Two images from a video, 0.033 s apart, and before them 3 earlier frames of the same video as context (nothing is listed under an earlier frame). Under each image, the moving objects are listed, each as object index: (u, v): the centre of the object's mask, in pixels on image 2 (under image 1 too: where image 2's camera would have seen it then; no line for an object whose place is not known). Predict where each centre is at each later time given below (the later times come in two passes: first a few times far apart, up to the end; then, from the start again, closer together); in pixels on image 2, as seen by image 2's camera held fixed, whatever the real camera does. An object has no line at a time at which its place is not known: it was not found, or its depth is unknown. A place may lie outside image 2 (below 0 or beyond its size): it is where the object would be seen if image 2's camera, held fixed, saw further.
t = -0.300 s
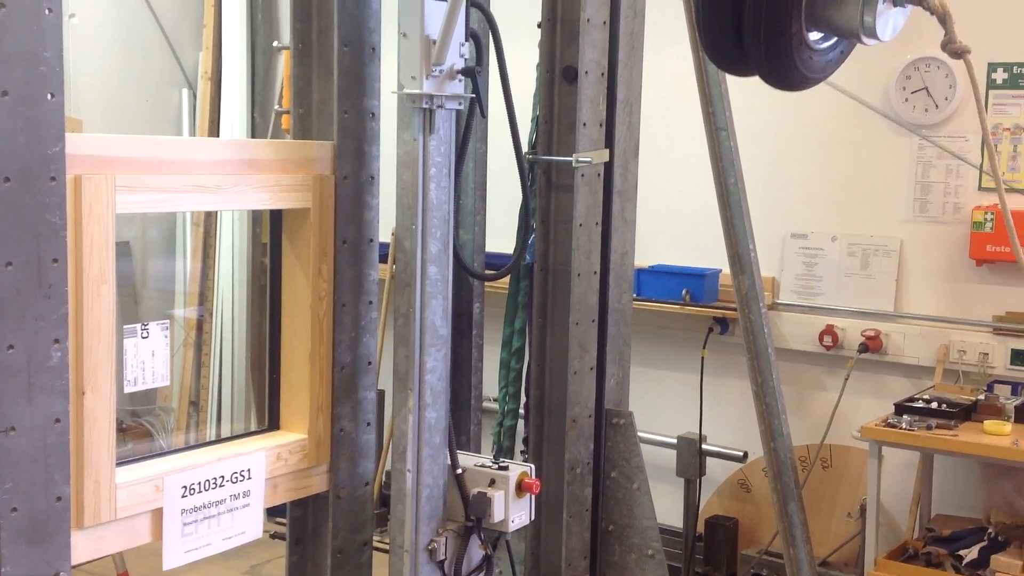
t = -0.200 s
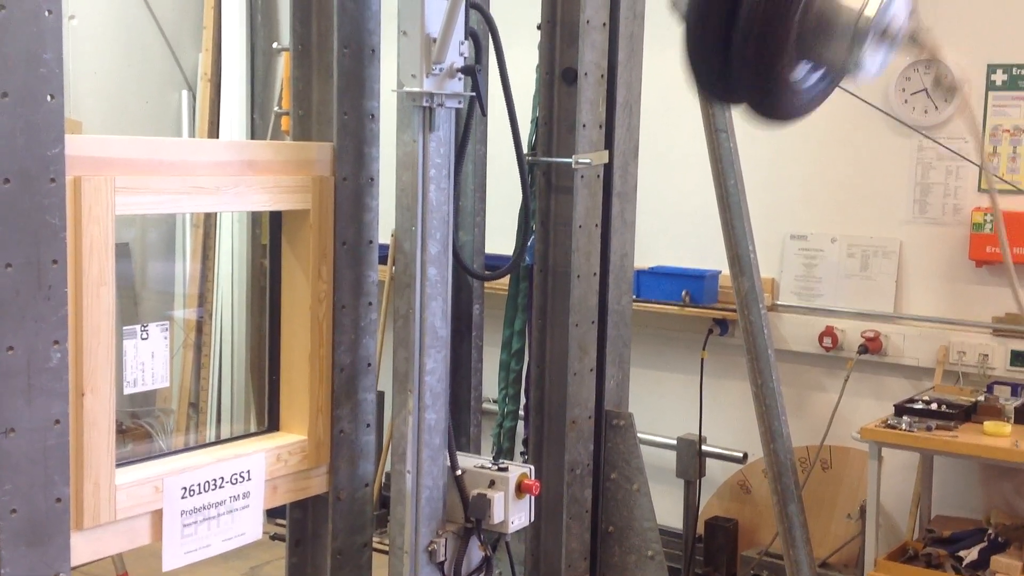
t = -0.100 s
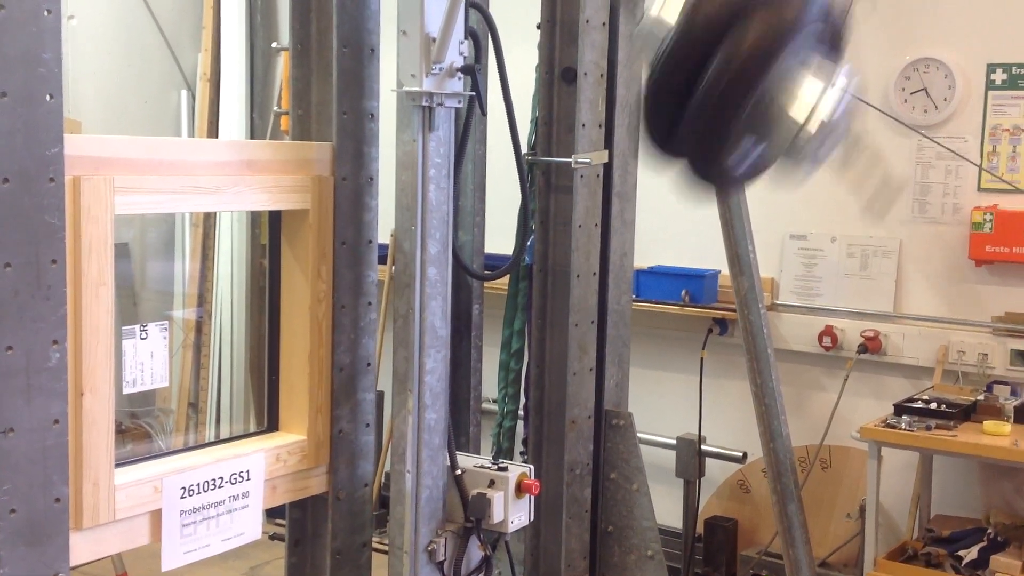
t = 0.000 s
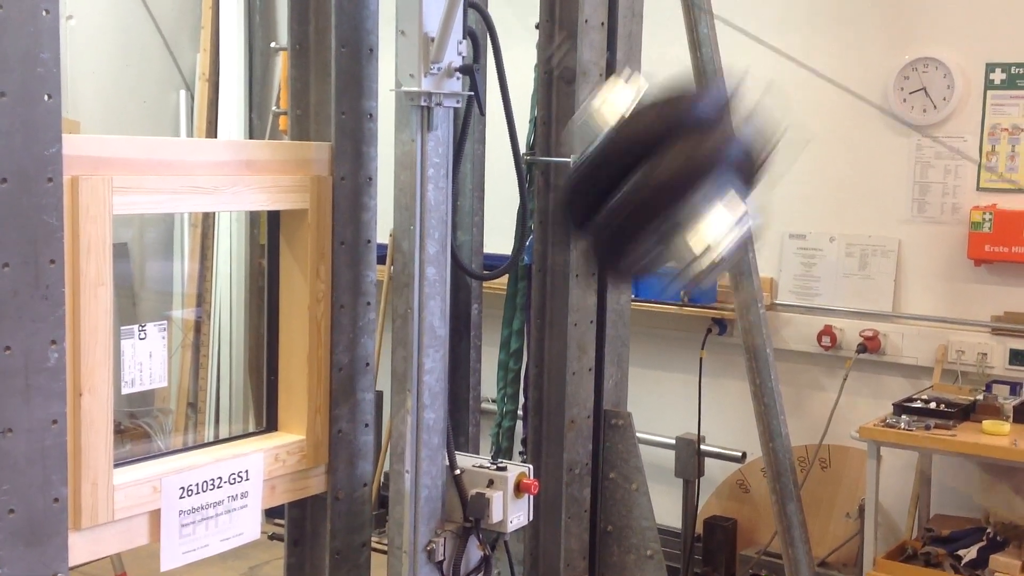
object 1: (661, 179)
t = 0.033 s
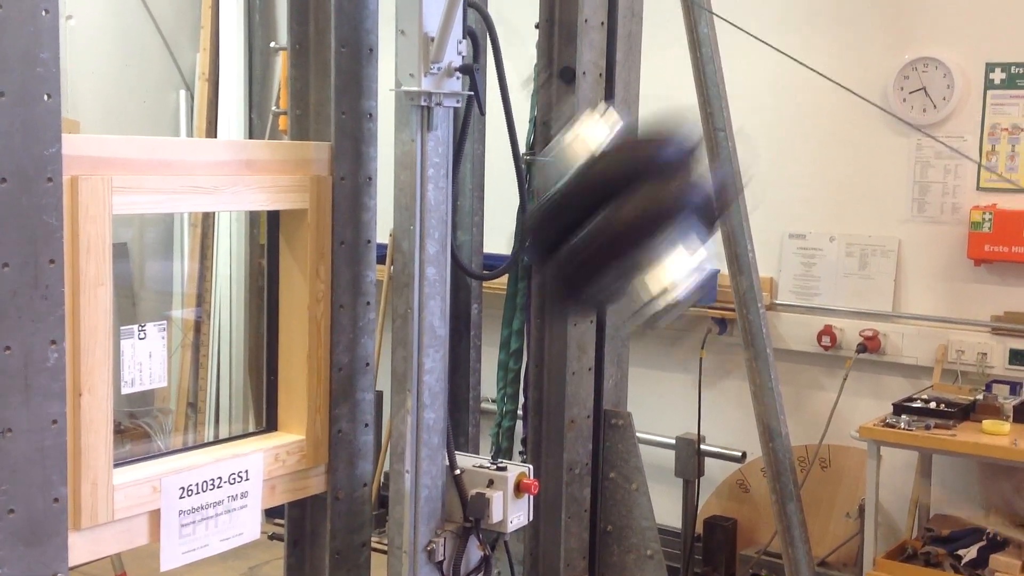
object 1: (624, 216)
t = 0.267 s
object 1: (323, 358)
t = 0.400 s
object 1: (258, 352)
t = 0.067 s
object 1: (585, 253)
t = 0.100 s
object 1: (545, 282)
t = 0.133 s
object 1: (503, 308)
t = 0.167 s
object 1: (459, 326)
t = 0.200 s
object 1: (408, 342)
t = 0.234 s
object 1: (364, 355)
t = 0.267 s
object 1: (323, 358)
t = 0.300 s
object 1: (283, 358)
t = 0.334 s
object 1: (239, 350)
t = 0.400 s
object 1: (258, 352)
